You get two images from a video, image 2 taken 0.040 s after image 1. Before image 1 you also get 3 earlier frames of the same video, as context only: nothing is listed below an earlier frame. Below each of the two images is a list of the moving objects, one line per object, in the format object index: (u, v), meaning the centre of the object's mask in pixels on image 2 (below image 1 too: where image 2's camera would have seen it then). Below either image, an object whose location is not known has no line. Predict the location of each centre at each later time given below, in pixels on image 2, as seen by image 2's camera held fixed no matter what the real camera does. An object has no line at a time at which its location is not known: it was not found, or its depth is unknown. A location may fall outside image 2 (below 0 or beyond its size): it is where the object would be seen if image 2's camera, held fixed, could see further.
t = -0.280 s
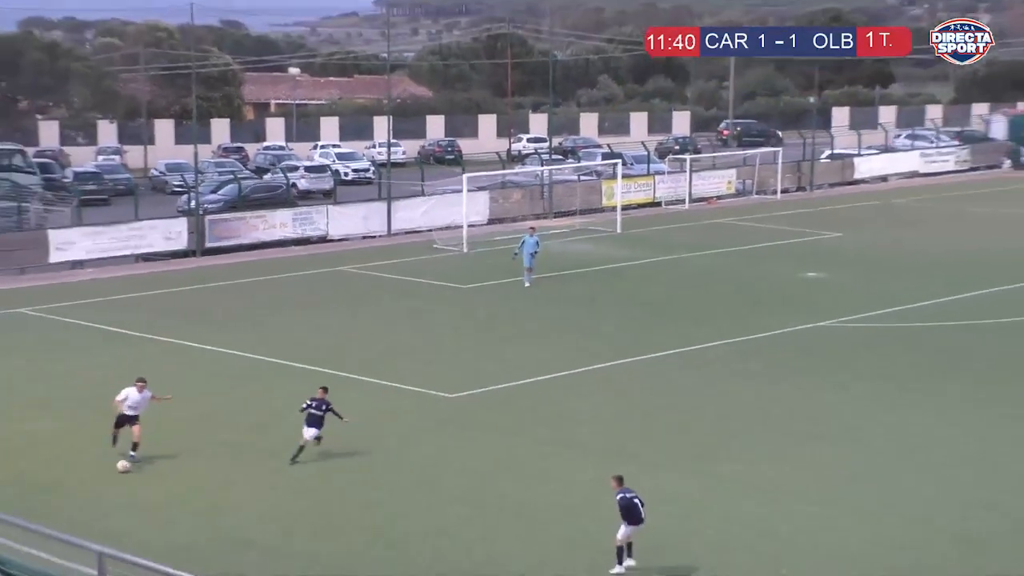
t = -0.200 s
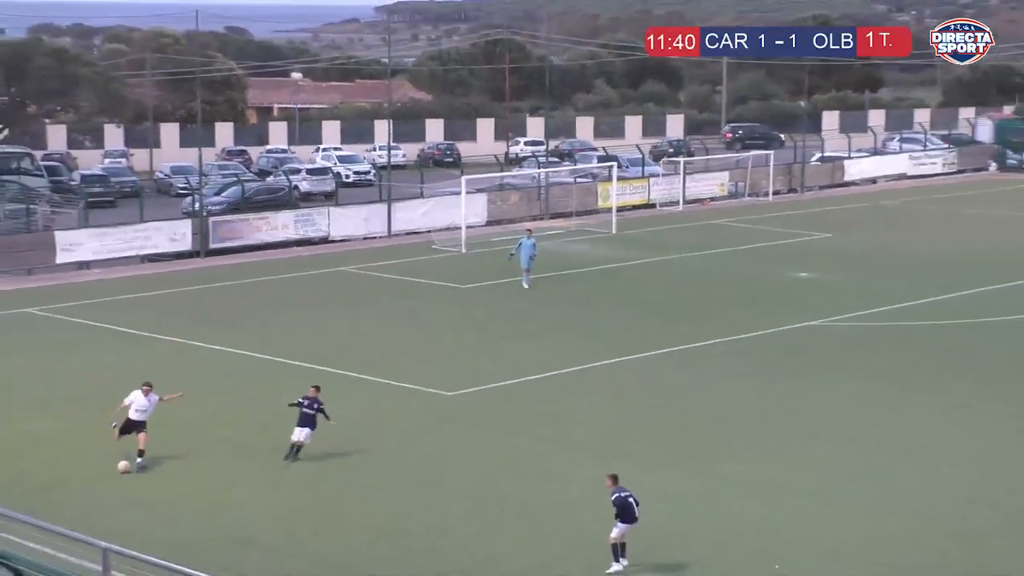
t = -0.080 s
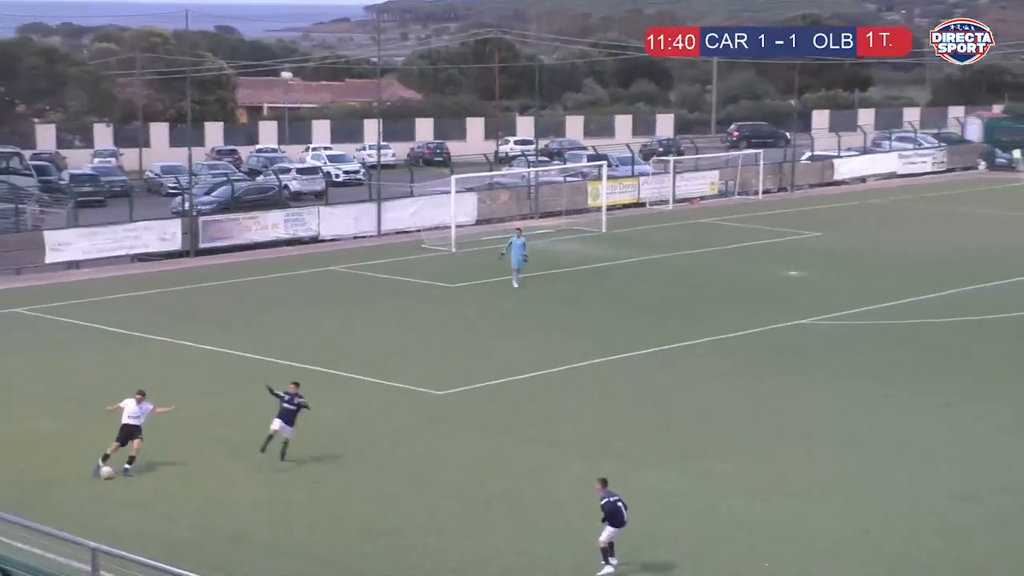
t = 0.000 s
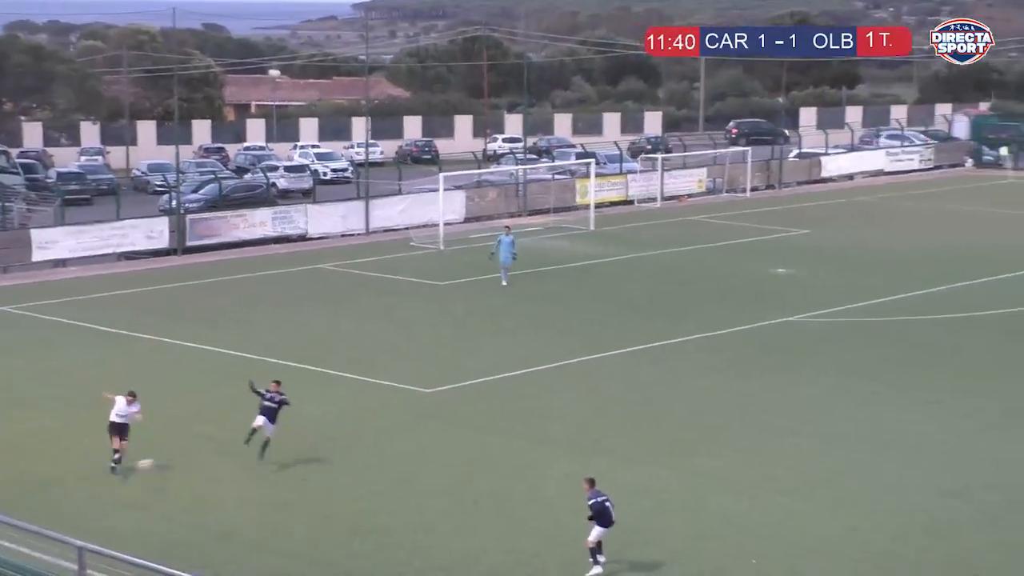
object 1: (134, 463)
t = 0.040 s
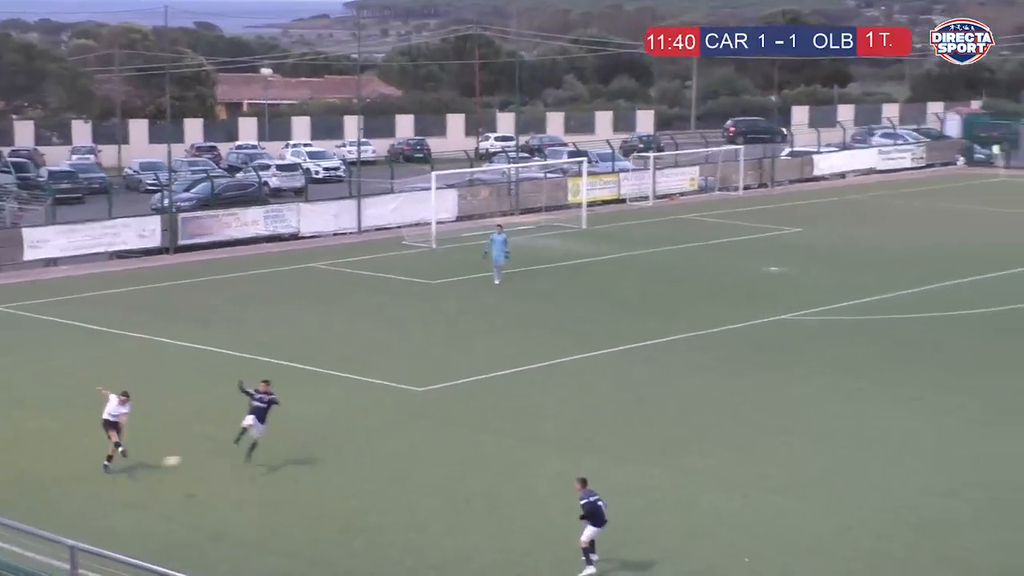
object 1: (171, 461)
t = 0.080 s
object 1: (208, 459)
